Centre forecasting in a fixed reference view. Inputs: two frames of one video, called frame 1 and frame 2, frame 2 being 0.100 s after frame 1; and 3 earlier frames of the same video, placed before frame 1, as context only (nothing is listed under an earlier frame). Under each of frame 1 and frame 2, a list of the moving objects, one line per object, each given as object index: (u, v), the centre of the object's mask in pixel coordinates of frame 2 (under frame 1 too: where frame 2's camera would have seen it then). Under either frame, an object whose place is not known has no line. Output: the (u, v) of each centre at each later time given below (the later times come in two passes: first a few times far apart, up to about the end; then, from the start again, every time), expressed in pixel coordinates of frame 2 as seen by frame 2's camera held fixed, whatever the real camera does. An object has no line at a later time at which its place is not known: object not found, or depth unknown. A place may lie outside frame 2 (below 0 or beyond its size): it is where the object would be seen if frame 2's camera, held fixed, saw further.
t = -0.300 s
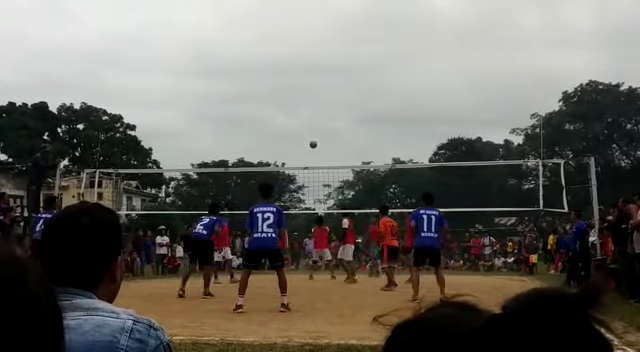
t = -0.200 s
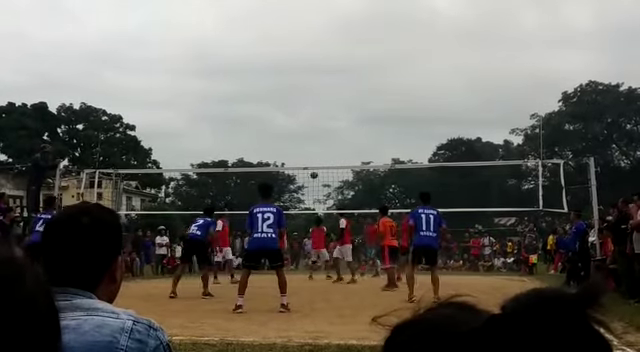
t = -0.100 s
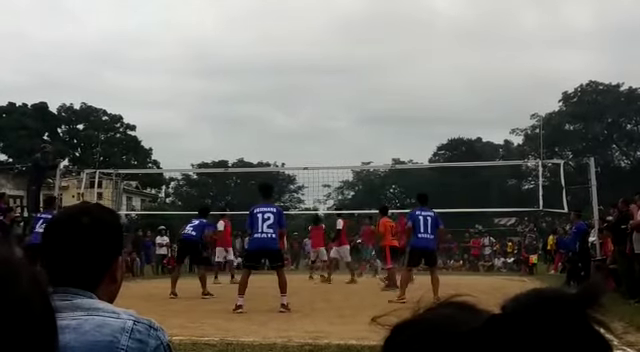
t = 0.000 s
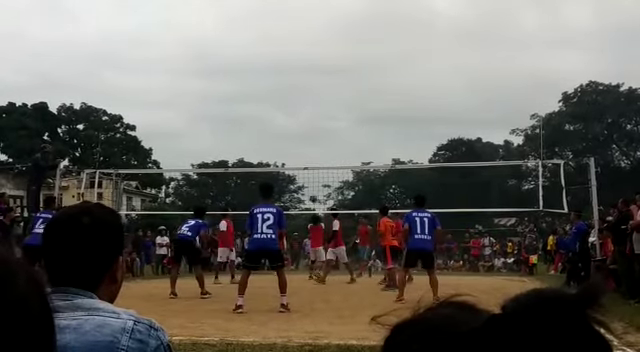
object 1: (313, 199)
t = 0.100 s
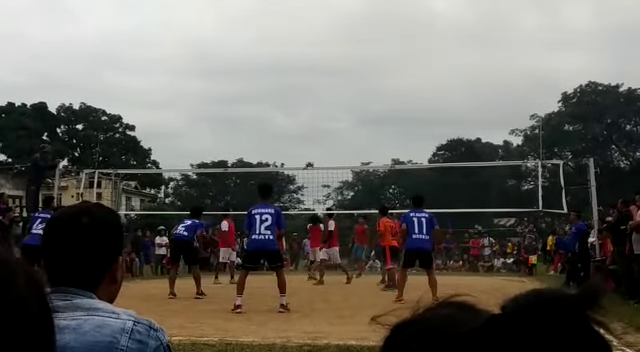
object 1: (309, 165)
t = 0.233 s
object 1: (305, 125)
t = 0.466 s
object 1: (296, 67)
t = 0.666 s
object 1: (288, 31)
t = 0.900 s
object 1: (277, 9)
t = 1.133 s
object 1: (263, 17)
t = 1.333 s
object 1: (249, 53)
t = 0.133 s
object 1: (308, 155)
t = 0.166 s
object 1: (307, 144)
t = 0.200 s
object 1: (306, 135)
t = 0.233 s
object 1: (305, 125)
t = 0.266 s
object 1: (304, 116)
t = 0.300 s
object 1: (302, 107)
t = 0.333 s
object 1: (301, 98)
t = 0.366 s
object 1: (300, 90)
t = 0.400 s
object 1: (299, 82)
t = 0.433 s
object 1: (298, 74)
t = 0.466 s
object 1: (296, 67)
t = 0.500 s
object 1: (295, 60)
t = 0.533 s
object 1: (294, 54)
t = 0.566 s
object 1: (293, 48)
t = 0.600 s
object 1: (291, 41)
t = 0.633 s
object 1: (290, 36)
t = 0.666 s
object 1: (288, 31)
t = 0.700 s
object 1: (287, 27)
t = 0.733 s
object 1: (285, 23)
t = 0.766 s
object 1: (284, 19)
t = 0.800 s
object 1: (282, 16)
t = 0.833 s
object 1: (280, 13)
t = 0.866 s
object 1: (278, 11)
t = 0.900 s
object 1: (277, 9)
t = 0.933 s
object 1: (275, 9)
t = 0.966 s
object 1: (273, 8)
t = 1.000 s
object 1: (271, 8)
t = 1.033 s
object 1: (269, 9)
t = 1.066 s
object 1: (267, 11)
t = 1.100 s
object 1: (265, 13)
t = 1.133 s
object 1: (263, 17)
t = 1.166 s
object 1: (261, 20)
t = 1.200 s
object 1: (259, 25)
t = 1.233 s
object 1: (256, 30)
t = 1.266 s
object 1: (254, 37)
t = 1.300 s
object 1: (252, 45)
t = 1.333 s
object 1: (249, 53)
